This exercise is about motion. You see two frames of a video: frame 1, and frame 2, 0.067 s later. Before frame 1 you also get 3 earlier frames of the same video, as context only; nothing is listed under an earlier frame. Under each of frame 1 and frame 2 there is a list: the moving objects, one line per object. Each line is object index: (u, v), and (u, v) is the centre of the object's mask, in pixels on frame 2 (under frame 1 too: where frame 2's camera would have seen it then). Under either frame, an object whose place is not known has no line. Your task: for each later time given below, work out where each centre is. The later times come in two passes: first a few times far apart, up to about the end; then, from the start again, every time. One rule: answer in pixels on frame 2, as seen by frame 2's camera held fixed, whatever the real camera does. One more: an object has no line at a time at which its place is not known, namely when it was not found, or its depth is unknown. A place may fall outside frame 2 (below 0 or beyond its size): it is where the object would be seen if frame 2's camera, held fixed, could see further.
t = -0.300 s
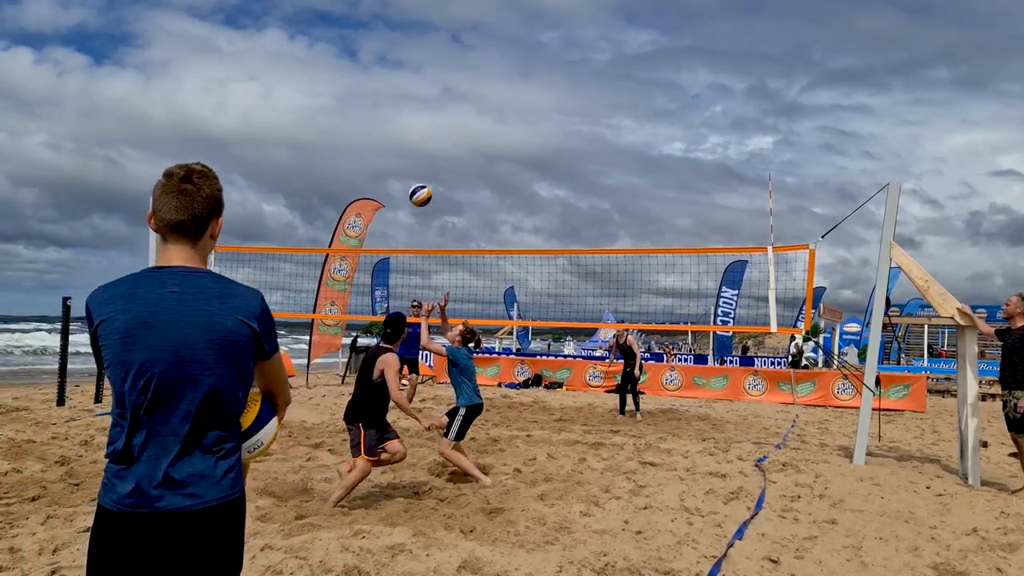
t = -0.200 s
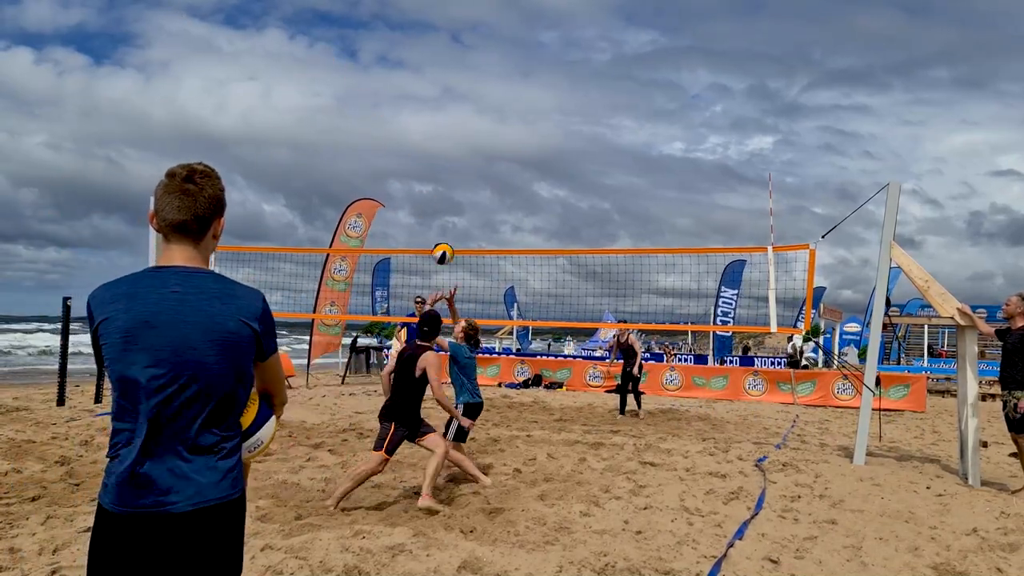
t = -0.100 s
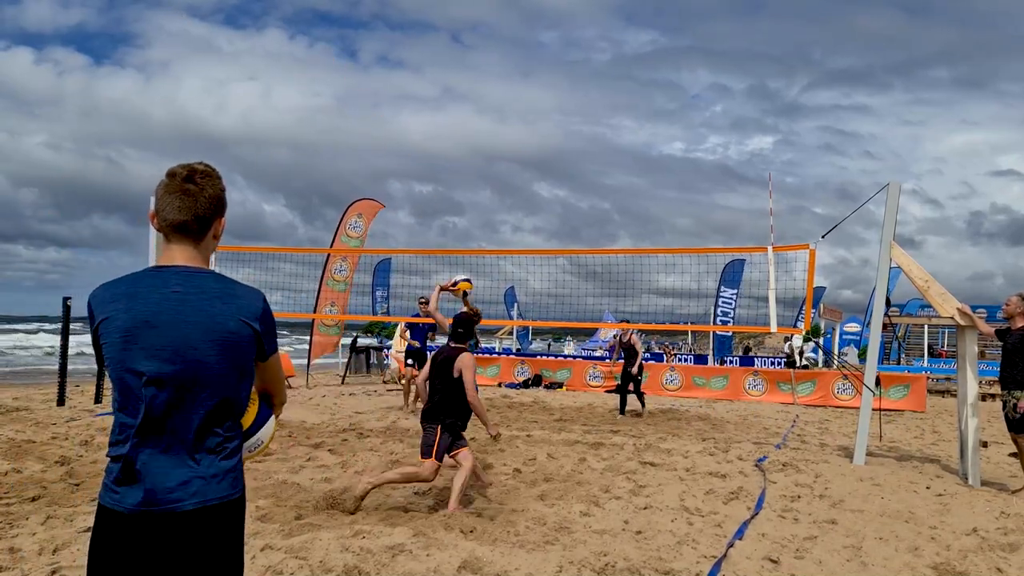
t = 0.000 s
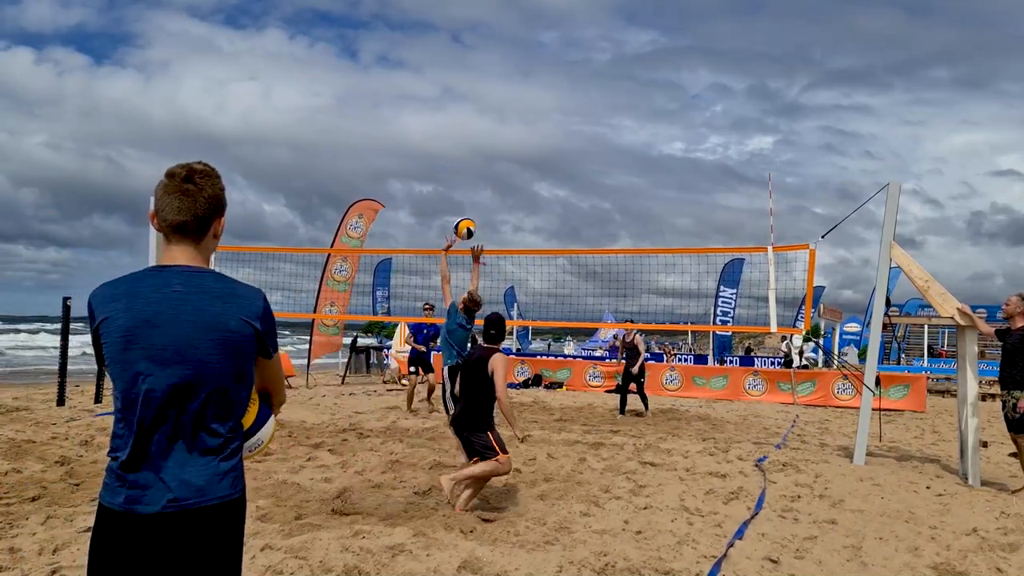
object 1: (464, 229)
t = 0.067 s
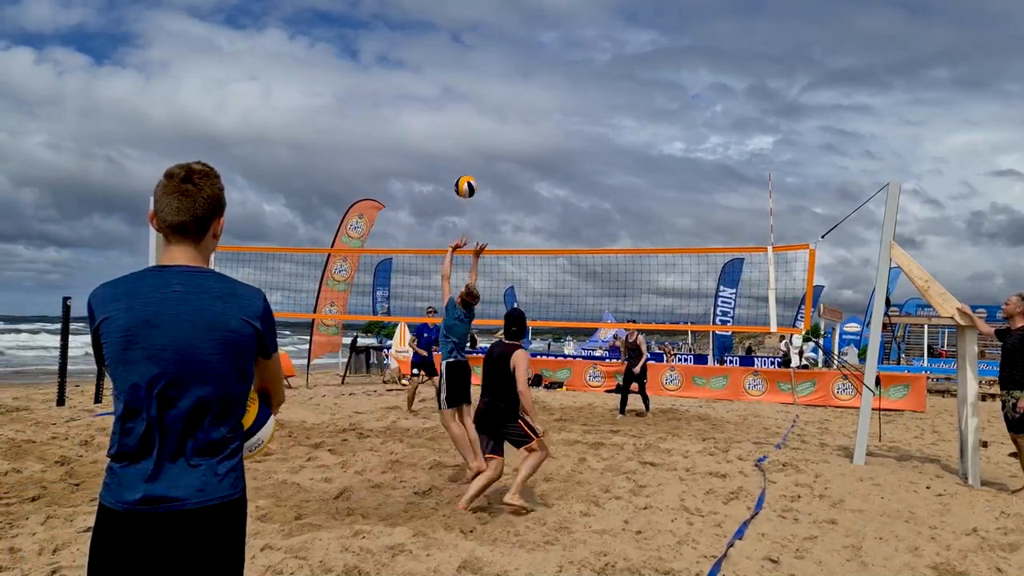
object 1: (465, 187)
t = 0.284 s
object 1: (470, 91)
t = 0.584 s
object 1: (487, 43)
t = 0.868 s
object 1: (513, 80)
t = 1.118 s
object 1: (542, 178)
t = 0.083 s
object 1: (465, 177)
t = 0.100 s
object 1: (465, 168)
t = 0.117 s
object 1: (466, 159)
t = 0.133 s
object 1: (466, 151)
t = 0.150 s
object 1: (466, 143)
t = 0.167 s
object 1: (467, 135)
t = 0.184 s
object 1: (467, 128)
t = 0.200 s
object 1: (468, 121)
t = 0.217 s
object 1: (468, 114)
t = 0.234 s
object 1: (469, 108)
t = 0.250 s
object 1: (469, 102)
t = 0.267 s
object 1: (470, 96)
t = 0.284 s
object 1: (470, 91)
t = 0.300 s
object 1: (471, 86)
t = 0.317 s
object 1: (472, 82)
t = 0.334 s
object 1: (473, 77)
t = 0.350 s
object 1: (473, 73)
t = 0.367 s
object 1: (474, 69)
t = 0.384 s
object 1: (475, 65)
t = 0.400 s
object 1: (476, 62)
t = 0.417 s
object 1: (477, 59)
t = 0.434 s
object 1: (478, 56)
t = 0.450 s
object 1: (479, 54)
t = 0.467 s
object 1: (480, 51)
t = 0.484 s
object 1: (481, 49)
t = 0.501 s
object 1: (482, 47)
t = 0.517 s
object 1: (483, 46)
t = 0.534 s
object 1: (484, 44)
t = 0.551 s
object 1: (485, 44)
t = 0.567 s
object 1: (486, 43)
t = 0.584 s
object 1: (487, 43)
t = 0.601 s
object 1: (488, 43)
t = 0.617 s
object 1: (490, 42)
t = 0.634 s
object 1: (491, 43)
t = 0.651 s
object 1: (492, 44)
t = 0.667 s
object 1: (494, 45)
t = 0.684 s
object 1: (495, 47)
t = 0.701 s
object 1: (496, 48)
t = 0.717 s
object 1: (498, 50)
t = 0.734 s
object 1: (500, 52)
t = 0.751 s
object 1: (501, 54)
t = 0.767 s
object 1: (503, 57)
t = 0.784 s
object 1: (505, 60)
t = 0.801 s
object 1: (506, 64)
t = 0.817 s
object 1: (508, 68)
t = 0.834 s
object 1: (509, 71)
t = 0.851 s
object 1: (511, 75)
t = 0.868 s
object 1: (513, 80)
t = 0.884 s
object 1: (514, 85)
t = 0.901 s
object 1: (516, 90)
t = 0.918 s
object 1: (518, 95)
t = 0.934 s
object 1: (520, 101)
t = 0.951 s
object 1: (522, 106)
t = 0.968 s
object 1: (524, 113)
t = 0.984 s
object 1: (525, 118)
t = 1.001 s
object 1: (528, 125)
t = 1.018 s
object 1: (530, 132)
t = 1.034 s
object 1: (532, 139)
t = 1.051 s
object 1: (534, 147)
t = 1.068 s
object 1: (536, 154)
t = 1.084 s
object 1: (538, 162)
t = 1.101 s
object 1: (540, 170)
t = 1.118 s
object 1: (542, 178)
